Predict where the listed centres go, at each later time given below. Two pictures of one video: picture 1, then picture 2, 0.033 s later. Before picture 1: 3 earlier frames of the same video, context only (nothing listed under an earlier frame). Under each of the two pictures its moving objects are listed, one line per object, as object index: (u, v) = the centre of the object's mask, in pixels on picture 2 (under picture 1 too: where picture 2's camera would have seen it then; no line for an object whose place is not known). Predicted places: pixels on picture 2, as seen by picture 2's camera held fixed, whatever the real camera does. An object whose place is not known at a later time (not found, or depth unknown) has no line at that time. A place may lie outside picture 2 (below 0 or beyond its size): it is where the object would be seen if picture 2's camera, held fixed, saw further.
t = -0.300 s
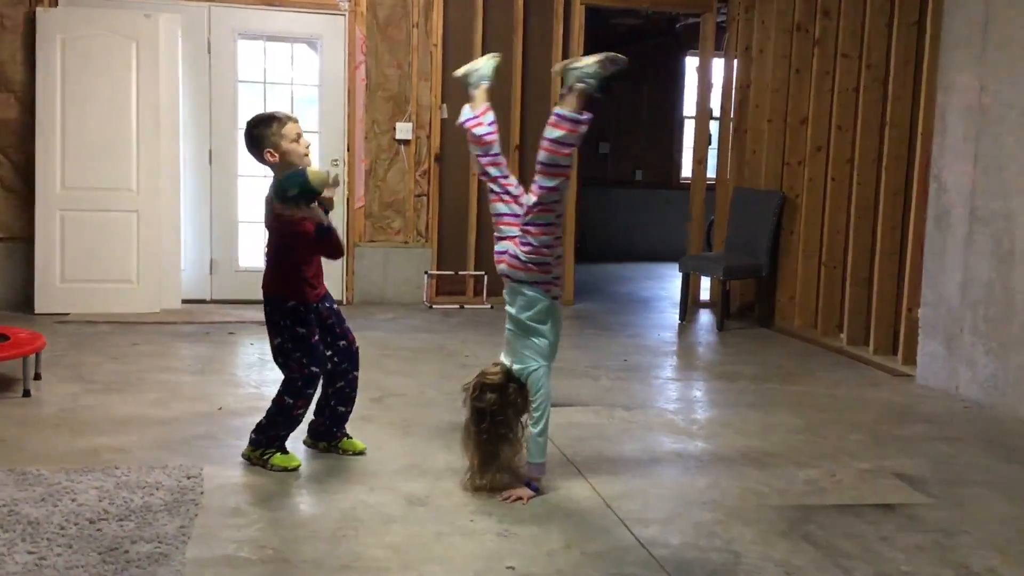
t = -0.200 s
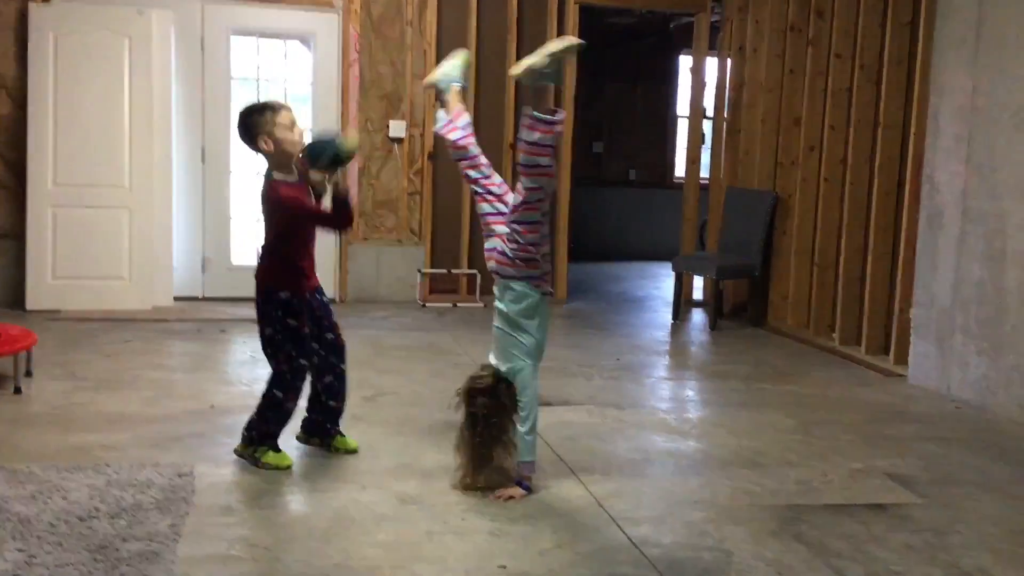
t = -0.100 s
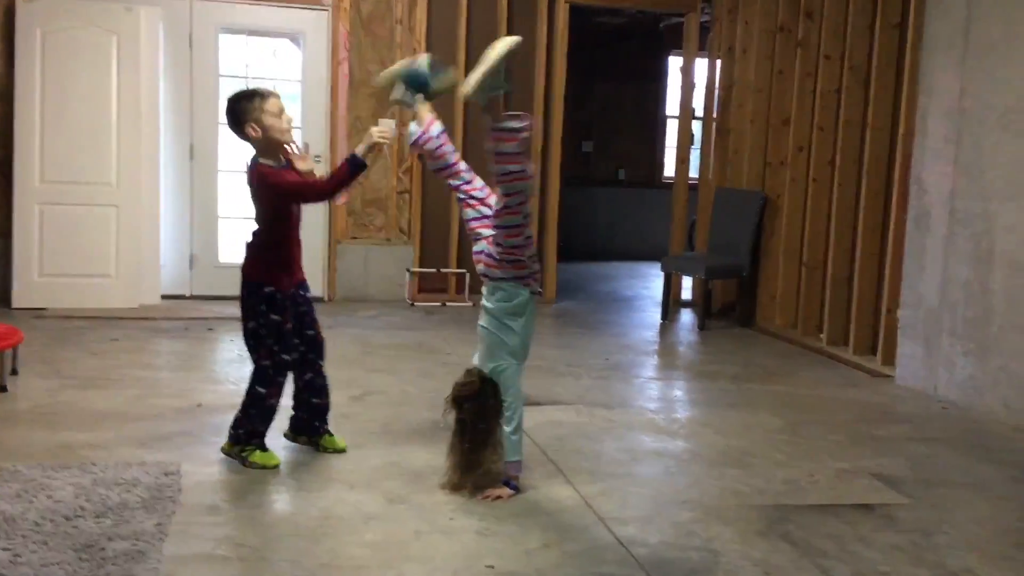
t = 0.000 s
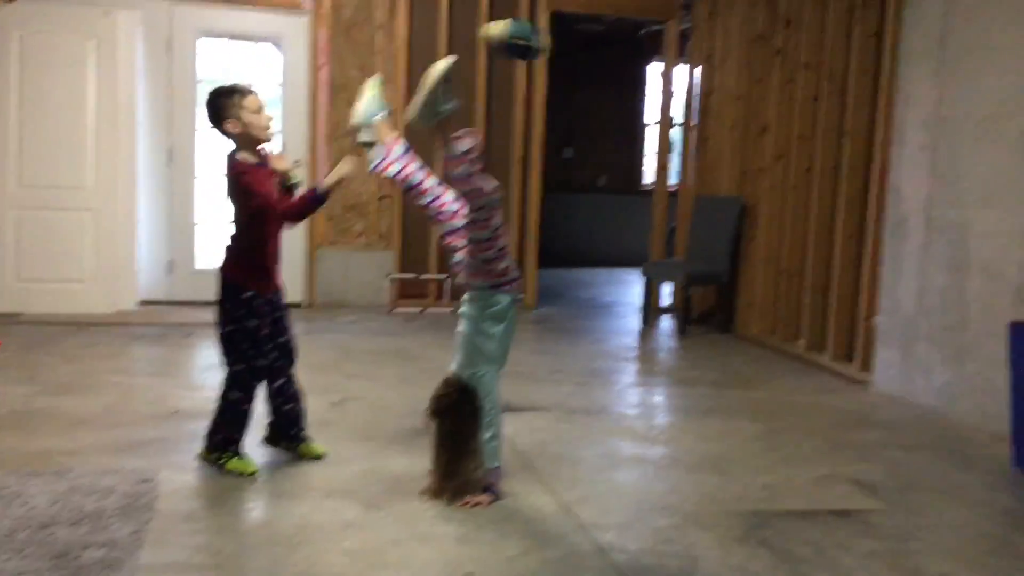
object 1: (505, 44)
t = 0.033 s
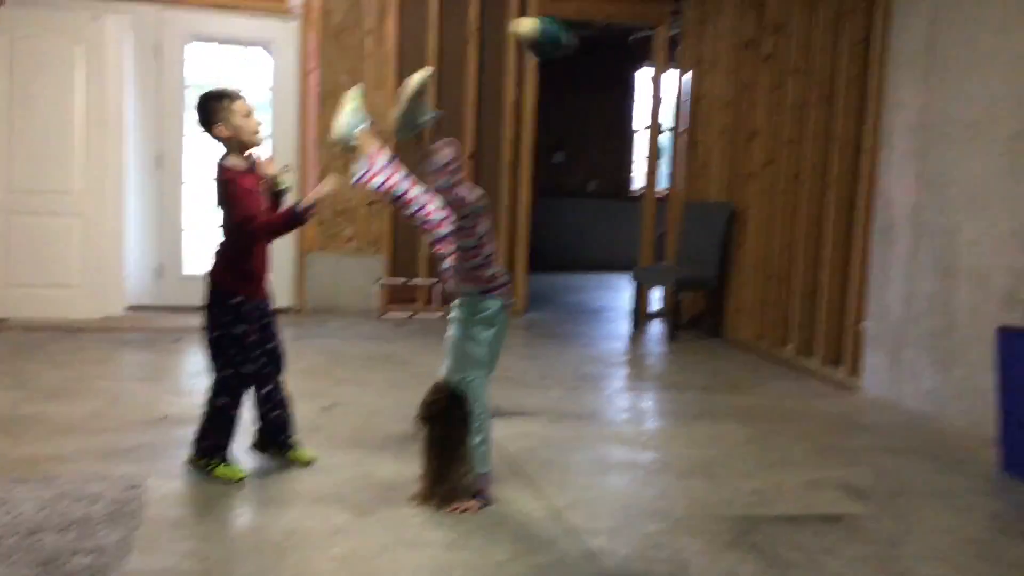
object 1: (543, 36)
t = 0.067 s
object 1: (579, 31)
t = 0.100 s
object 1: (612, 28)
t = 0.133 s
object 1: (649, 31)
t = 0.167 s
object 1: (679, 36)
